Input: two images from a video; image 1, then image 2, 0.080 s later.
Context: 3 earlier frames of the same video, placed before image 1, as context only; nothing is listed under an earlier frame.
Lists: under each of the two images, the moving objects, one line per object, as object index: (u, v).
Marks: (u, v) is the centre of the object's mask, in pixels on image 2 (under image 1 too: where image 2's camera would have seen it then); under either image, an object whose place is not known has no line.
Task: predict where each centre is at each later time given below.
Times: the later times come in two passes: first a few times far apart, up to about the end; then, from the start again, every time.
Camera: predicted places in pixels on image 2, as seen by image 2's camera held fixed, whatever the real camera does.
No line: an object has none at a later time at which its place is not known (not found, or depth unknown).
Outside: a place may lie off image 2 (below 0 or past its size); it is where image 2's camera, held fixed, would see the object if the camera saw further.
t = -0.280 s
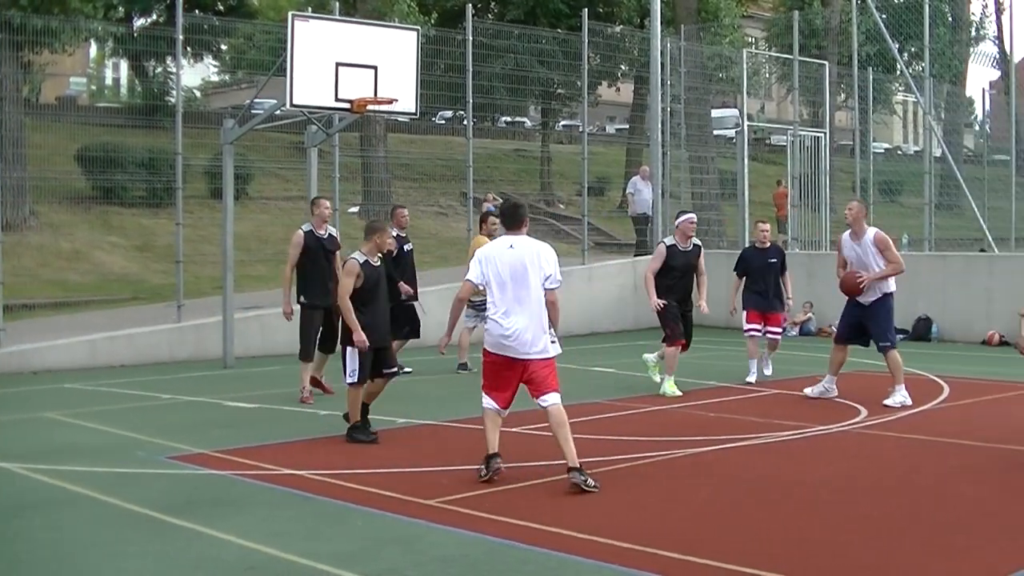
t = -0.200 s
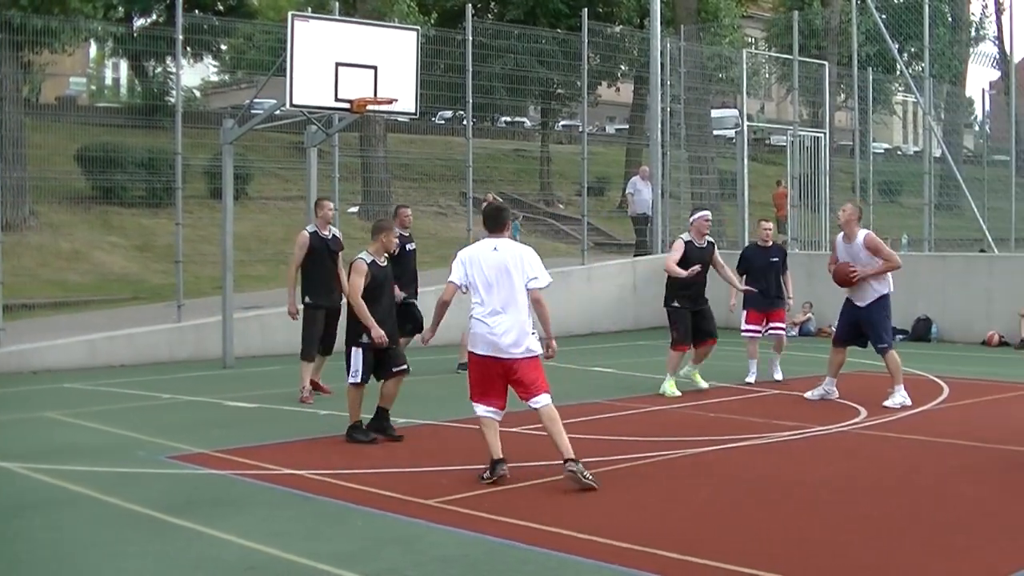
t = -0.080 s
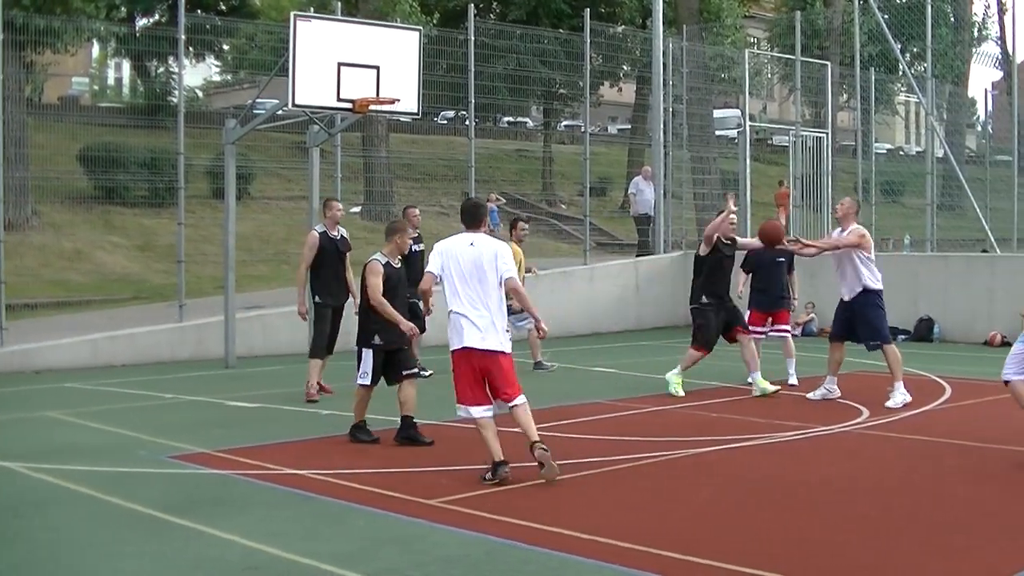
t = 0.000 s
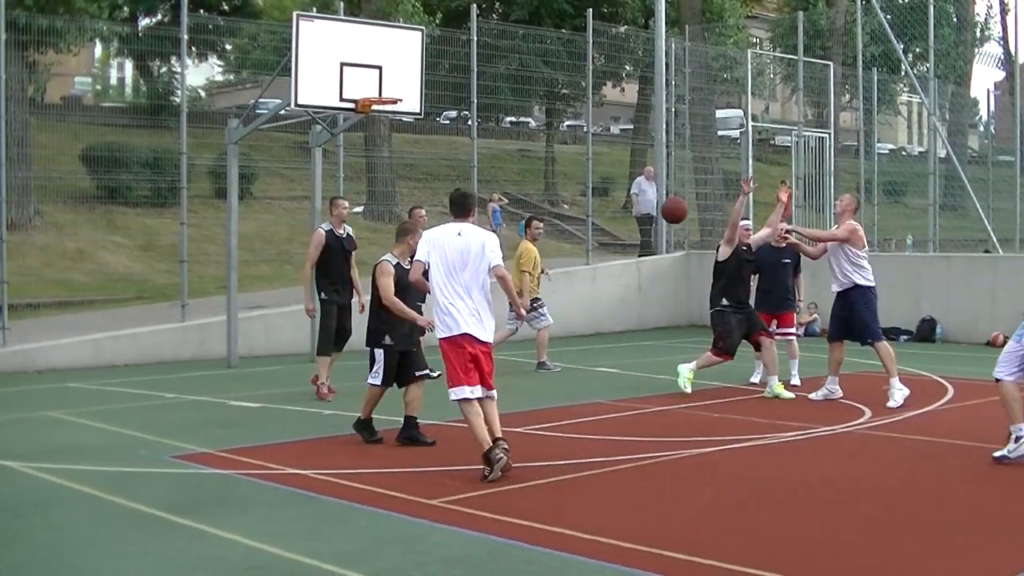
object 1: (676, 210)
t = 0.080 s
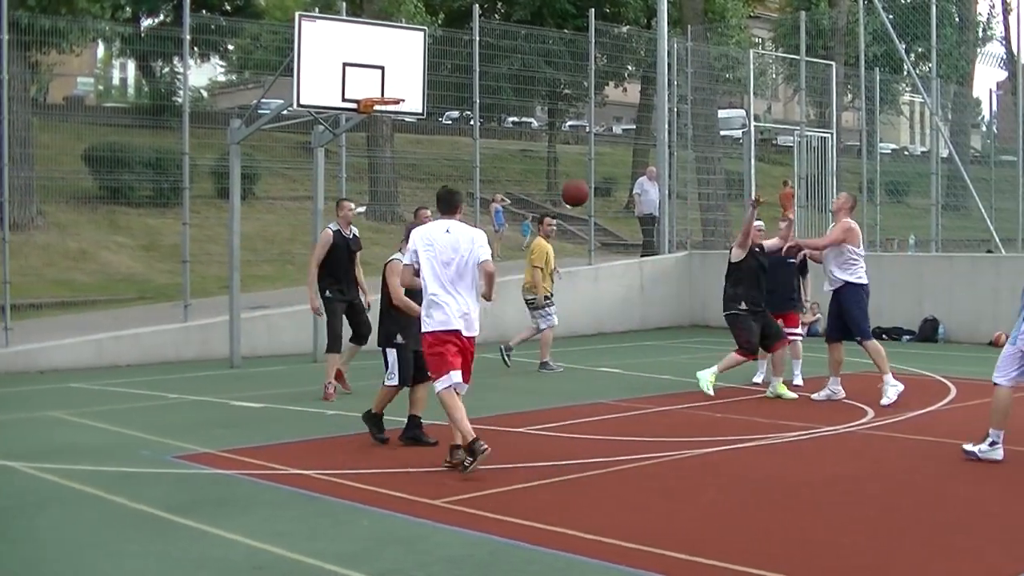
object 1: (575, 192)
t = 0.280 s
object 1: (316, 176)
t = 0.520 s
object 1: (12, 209)
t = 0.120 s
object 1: (523, 186)
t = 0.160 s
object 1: (472, 181)
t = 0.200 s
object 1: (420, 178)
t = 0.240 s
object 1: (369, 177)
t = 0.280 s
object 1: (316, 176)
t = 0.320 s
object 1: (266, 178)
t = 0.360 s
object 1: (214, 181)
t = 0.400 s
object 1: (163, 185)
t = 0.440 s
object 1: (113, 191)
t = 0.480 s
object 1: (62, 199)
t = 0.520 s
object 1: (12, 209)
